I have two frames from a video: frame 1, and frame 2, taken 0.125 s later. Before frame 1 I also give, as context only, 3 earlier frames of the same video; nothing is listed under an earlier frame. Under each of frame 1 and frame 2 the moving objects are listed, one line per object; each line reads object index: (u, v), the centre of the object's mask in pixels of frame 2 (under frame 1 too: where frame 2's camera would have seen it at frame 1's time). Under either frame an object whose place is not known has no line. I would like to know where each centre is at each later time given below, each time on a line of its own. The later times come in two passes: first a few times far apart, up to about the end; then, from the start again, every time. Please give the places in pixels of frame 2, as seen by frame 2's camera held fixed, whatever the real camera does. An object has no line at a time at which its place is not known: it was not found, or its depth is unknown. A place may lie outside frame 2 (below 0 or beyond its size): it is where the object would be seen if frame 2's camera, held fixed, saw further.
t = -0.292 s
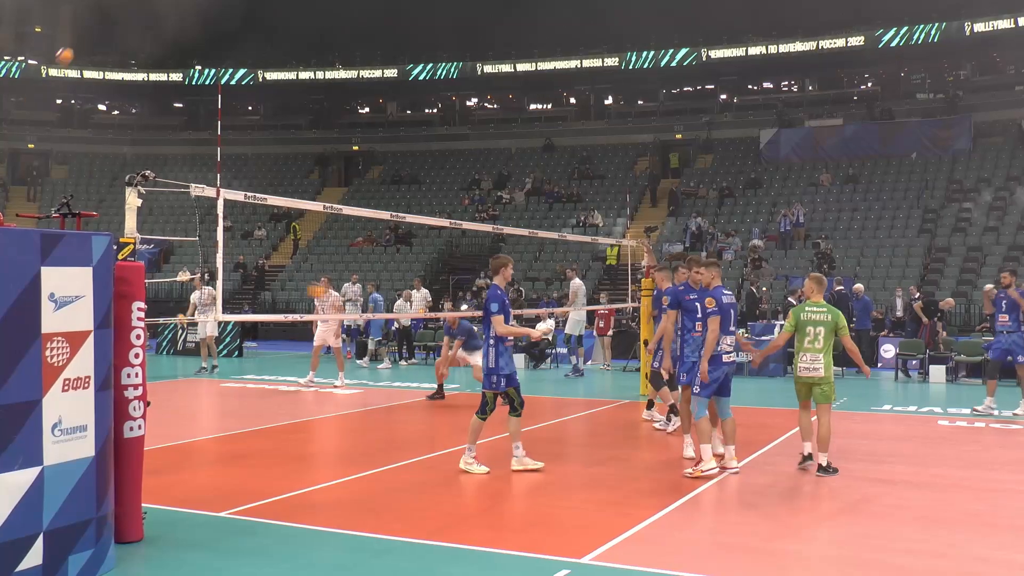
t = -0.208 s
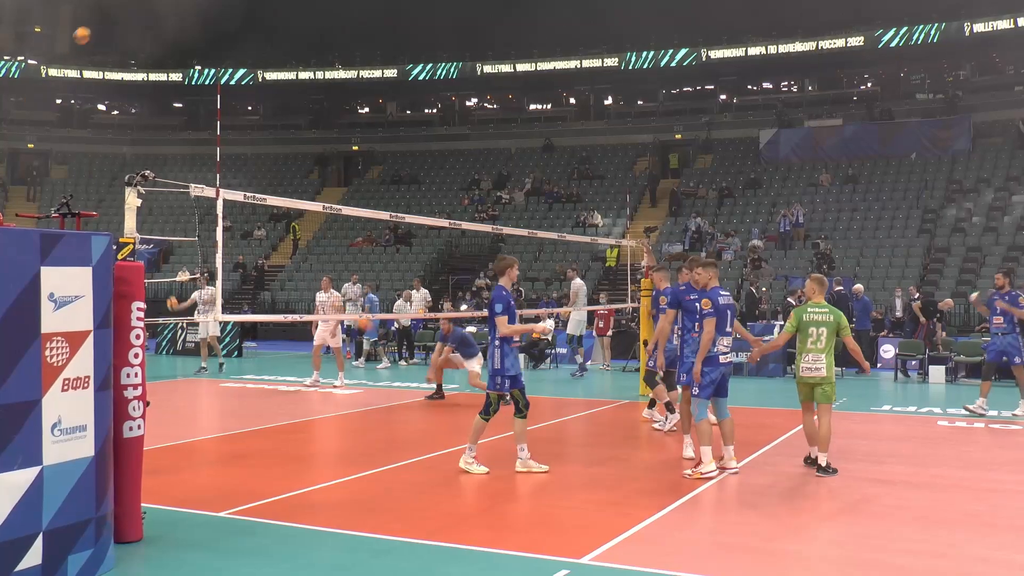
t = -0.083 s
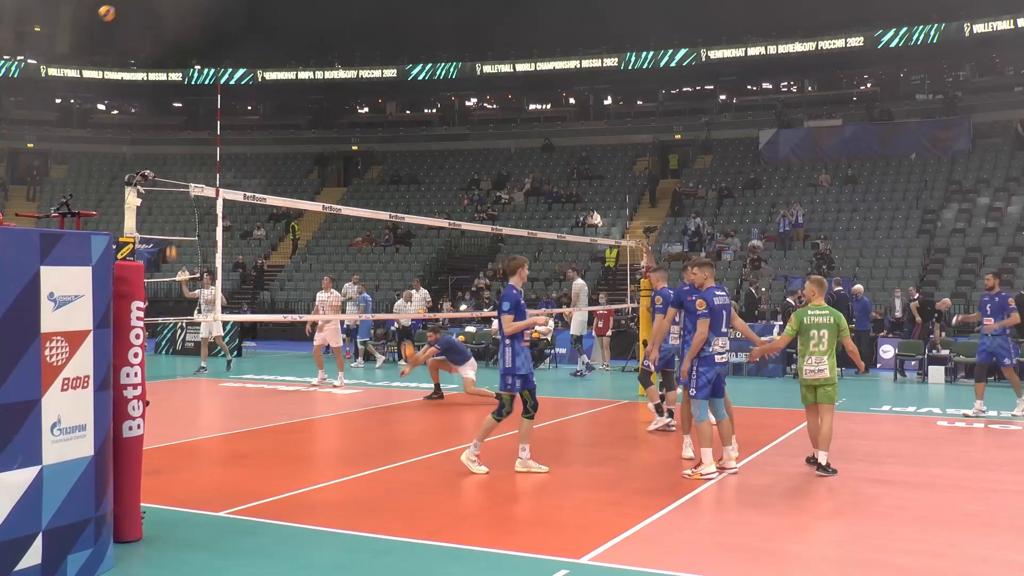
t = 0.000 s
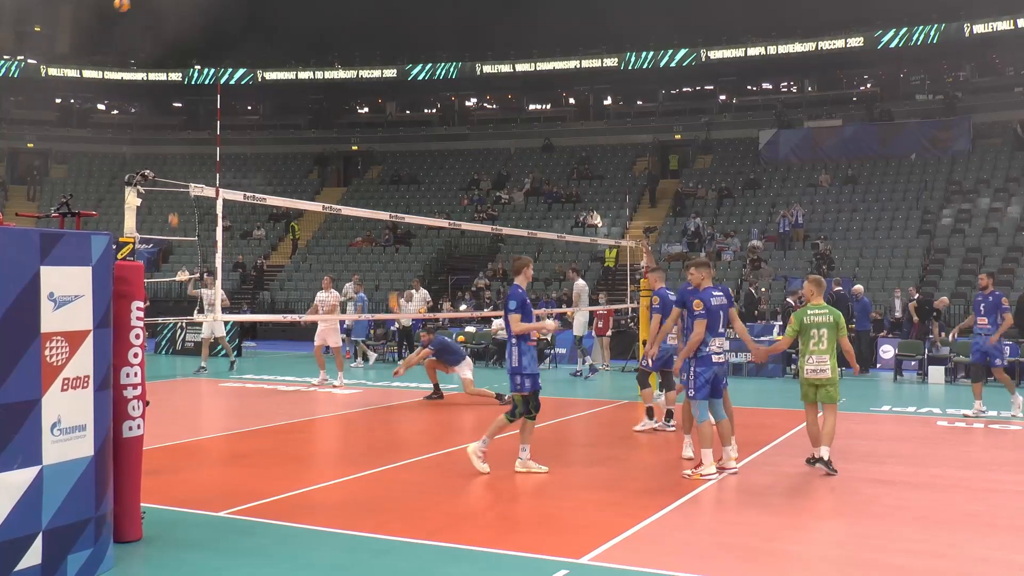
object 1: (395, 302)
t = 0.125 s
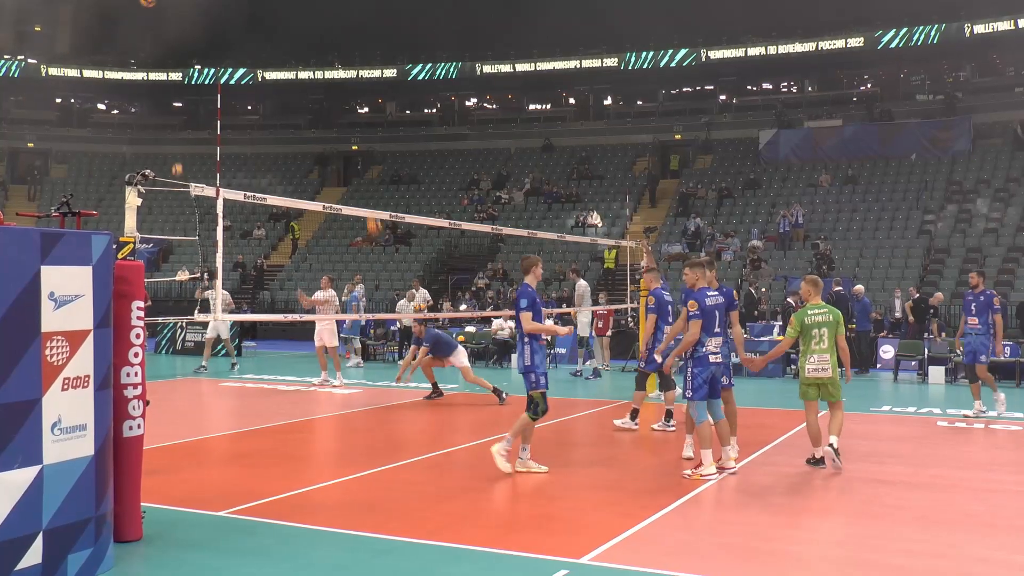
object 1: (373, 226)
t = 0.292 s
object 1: (350, 148)
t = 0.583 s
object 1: (305, 42)
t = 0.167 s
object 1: (367, 202)
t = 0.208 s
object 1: (362, 185)
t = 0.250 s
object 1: (355, 165)
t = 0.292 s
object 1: (350, 148)
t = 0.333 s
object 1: (344, 130)
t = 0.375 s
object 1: (338, 114)
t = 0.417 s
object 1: (332, 99)
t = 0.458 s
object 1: (326, 86)
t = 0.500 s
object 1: (320, 70)
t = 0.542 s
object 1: (314, 59)
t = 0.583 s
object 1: (305, 42)
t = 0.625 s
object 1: (299, 33)
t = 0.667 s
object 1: (293, 24)
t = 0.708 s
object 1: (287, 16)
